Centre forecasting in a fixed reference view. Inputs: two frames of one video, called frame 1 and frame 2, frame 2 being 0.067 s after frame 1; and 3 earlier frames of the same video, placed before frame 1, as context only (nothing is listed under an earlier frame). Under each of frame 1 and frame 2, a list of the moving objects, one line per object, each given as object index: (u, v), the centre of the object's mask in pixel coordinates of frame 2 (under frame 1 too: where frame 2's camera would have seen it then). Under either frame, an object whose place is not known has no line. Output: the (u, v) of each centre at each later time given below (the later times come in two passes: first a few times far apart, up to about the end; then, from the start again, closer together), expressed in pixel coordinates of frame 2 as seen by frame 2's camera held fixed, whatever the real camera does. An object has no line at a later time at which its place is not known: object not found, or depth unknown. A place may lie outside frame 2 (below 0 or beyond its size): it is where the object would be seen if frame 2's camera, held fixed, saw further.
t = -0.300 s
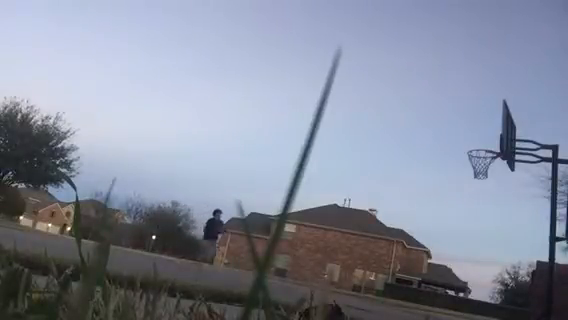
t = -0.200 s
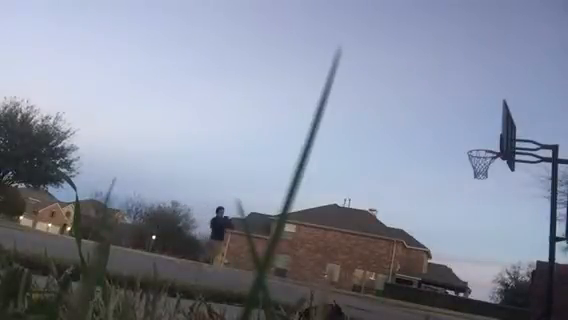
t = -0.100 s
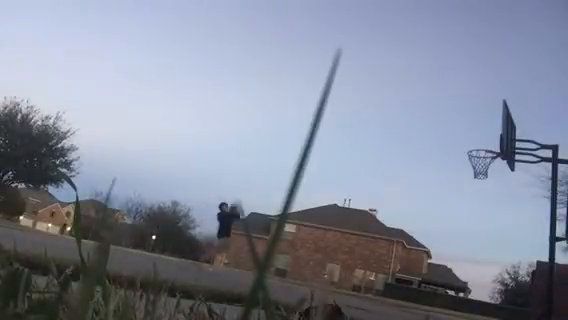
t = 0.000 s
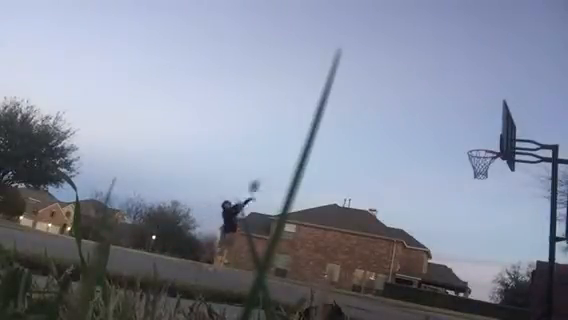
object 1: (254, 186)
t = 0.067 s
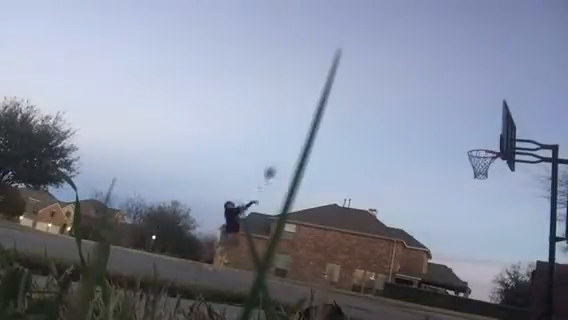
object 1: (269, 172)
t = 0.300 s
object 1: (326, 134)
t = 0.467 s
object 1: (368, 117)
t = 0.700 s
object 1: (433, 112)
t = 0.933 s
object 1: (494, 135)
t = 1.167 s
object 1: (447, 143)
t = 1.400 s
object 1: (405, 164)
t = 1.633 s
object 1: (364, 208)
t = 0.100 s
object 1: (277, 166)
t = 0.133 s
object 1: (285, 159)
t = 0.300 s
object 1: (326, 134)
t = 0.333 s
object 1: (334, 130)
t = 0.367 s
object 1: (342, 126)
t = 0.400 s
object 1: (350, 122)
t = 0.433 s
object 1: (359, 119)
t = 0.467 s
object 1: (368, 117)
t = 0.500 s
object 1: (377, 115)
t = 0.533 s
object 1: (386, 113)
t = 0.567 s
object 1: (394, 112)
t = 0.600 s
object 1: (404, 111)
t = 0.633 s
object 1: (413, 111)
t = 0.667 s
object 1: (423, 111)
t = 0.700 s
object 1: (433, 112)
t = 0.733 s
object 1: (443, 113)
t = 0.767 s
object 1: (454, 115)
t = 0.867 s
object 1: (485, 125)
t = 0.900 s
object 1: (493, 129)
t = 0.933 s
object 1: (494, 135)
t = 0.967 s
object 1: (486, 139)
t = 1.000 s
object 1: (477, 143)
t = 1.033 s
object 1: (472, 142)
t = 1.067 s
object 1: (465, 141)
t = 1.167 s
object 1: (447, 143)
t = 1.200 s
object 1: (441, 144)
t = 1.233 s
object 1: (435, 146)
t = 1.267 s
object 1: (429, 148)
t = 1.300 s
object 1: (423, 152)
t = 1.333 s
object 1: (416, 155)
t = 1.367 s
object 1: (411, 159)
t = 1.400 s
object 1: (405, 164)
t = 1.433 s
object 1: (399, 169)
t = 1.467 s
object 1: (393, 174)
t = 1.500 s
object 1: (387, 179)
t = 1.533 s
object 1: (382, 186)
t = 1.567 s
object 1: (376, 193)
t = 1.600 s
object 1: (370, 200)
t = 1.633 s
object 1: (364, 208)
